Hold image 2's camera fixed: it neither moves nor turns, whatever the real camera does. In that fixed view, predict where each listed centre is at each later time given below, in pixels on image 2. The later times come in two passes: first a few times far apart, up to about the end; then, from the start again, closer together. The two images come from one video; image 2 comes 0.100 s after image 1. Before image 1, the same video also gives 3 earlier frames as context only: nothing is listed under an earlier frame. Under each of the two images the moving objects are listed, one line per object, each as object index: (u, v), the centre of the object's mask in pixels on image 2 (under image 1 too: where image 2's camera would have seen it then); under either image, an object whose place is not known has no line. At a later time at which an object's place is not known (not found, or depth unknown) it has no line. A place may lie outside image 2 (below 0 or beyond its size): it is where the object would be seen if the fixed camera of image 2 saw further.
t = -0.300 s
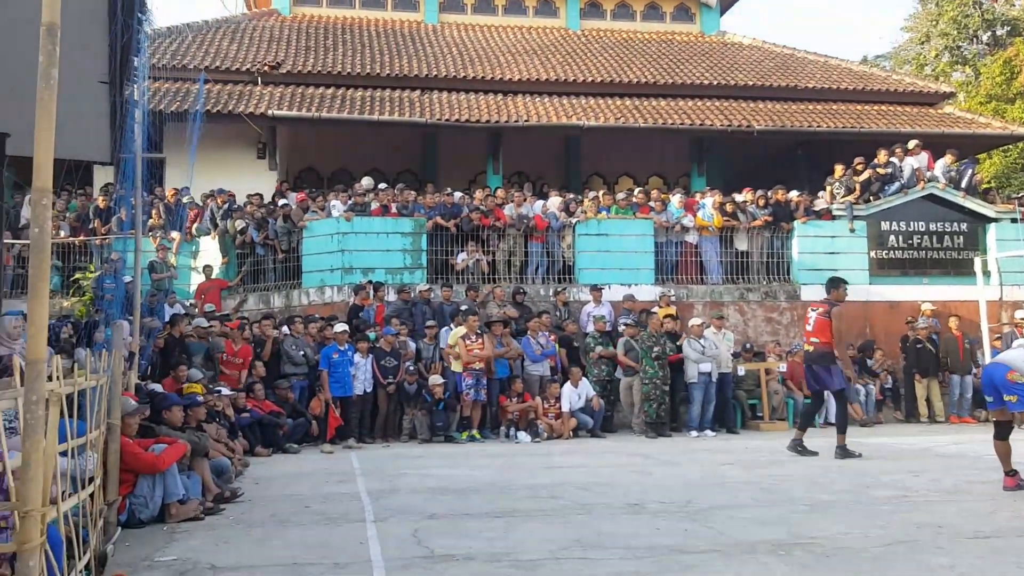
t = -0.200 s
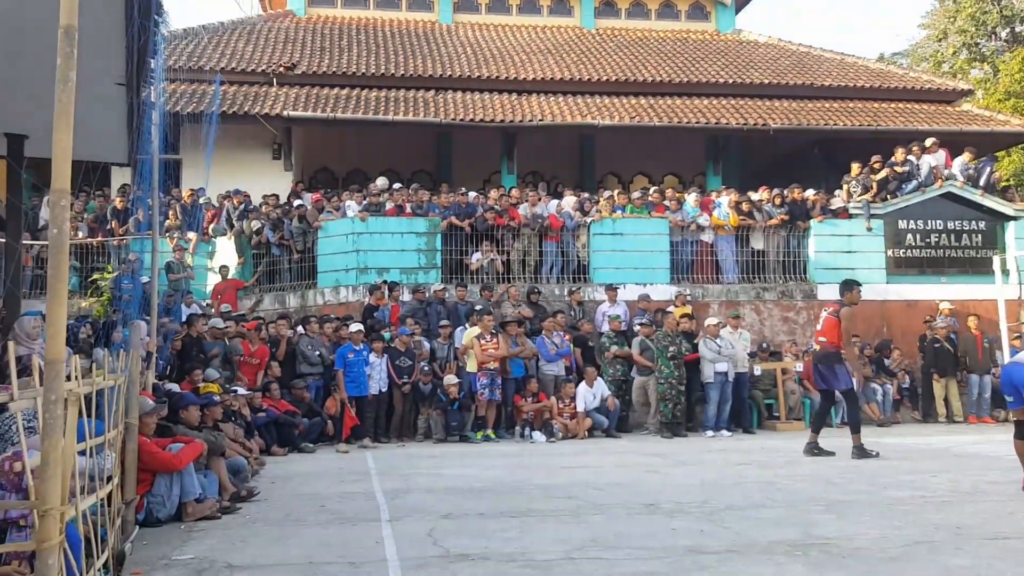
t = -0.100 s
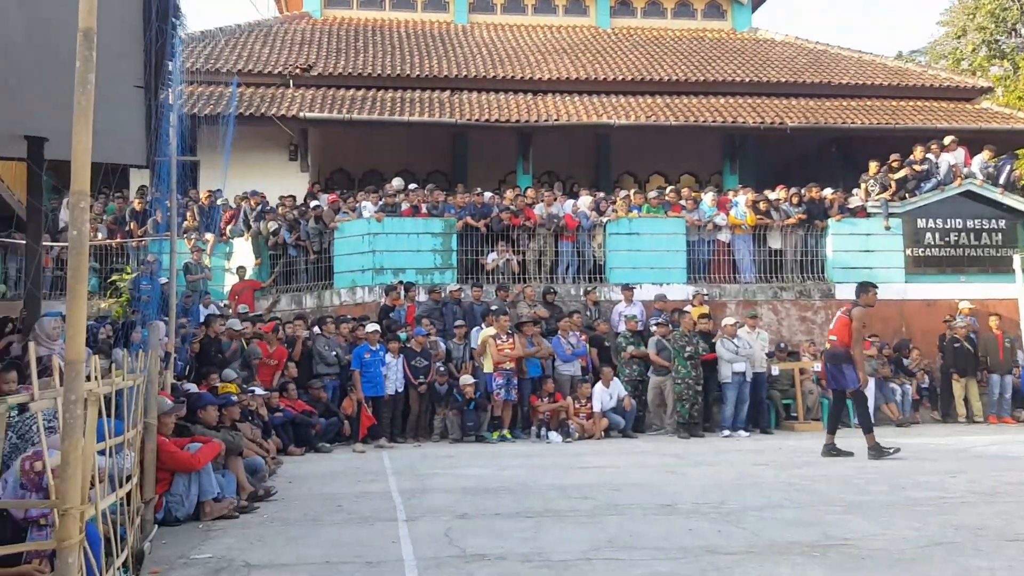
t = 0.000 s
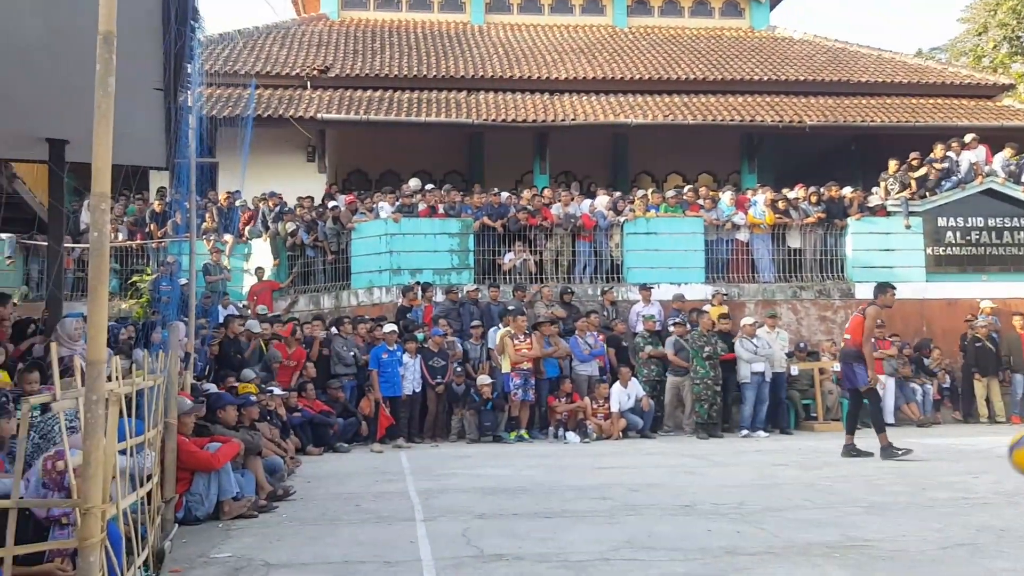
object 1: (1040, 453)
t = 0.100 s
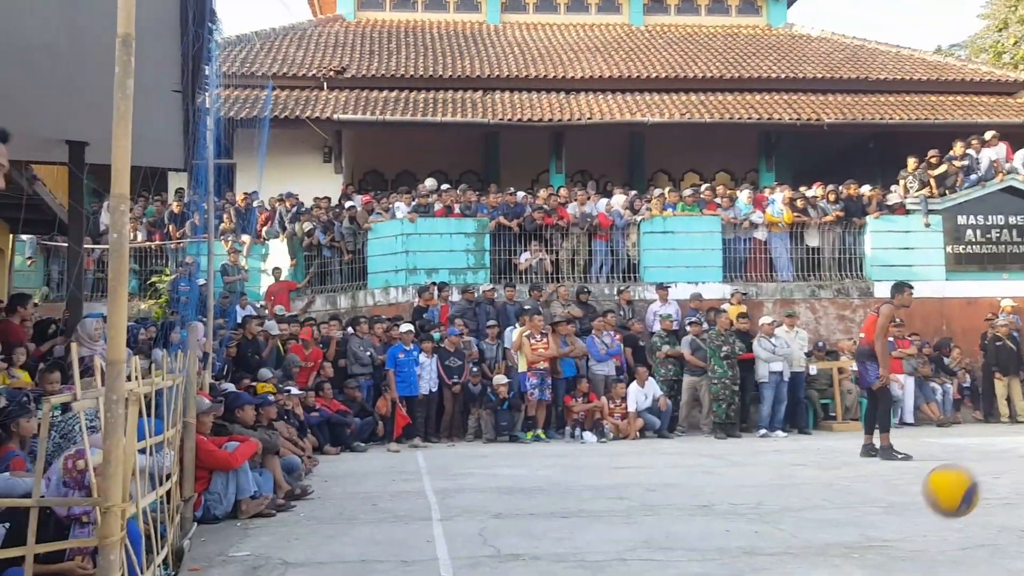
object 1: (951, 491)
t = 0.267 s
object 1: (756, 559)
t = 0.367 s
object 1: (627, 533)
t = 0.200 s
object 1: (837, 554)
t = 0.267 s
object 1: (756, 559)
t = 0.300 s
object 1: (715, 552)
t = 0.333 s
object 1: (672, 543)
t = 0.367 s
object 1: (627, 533)
